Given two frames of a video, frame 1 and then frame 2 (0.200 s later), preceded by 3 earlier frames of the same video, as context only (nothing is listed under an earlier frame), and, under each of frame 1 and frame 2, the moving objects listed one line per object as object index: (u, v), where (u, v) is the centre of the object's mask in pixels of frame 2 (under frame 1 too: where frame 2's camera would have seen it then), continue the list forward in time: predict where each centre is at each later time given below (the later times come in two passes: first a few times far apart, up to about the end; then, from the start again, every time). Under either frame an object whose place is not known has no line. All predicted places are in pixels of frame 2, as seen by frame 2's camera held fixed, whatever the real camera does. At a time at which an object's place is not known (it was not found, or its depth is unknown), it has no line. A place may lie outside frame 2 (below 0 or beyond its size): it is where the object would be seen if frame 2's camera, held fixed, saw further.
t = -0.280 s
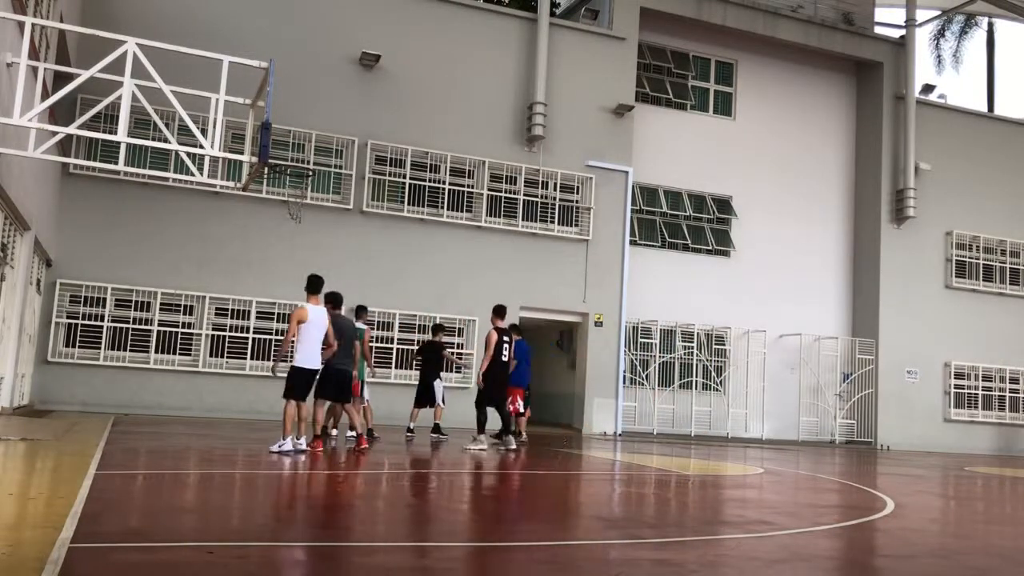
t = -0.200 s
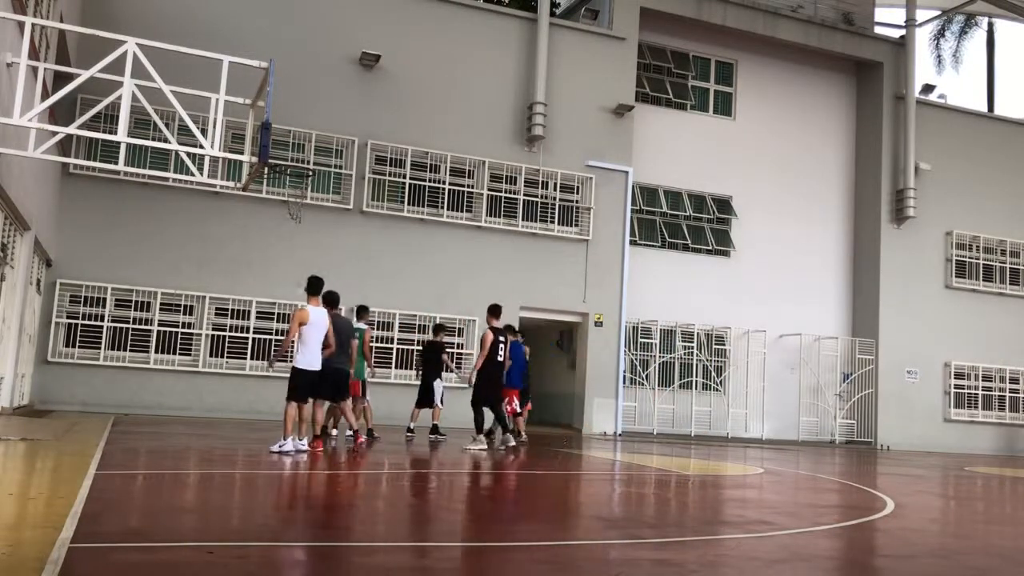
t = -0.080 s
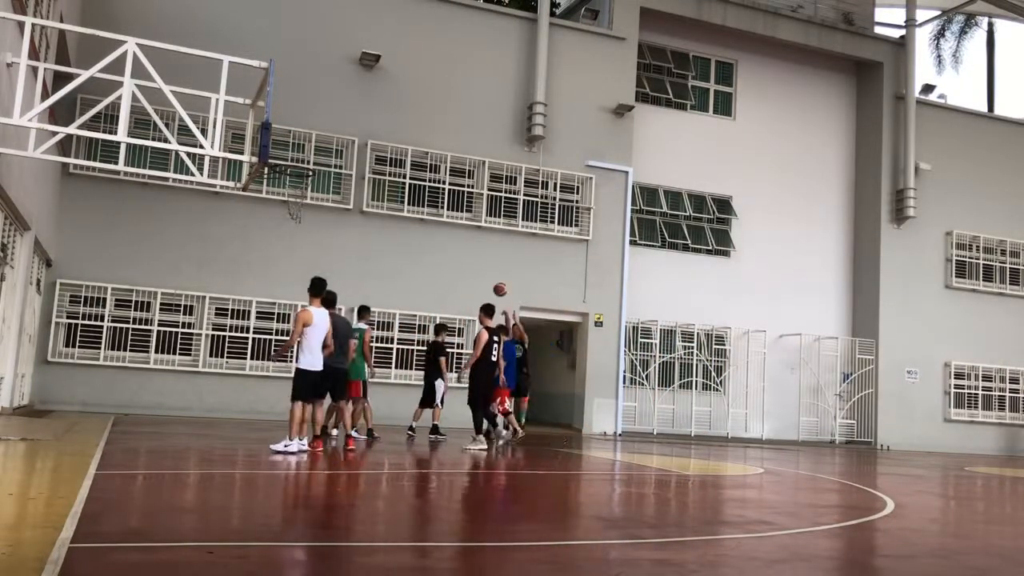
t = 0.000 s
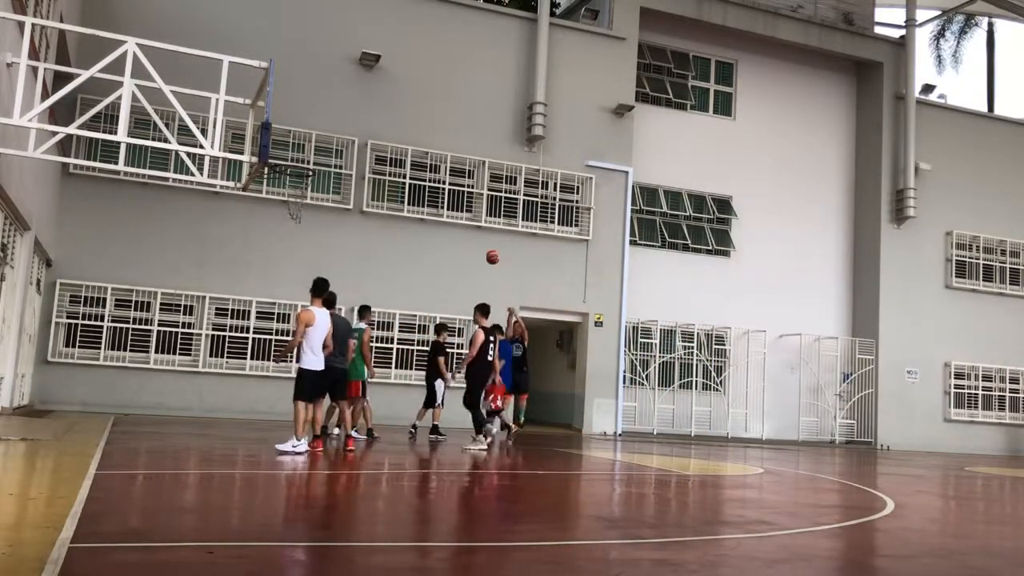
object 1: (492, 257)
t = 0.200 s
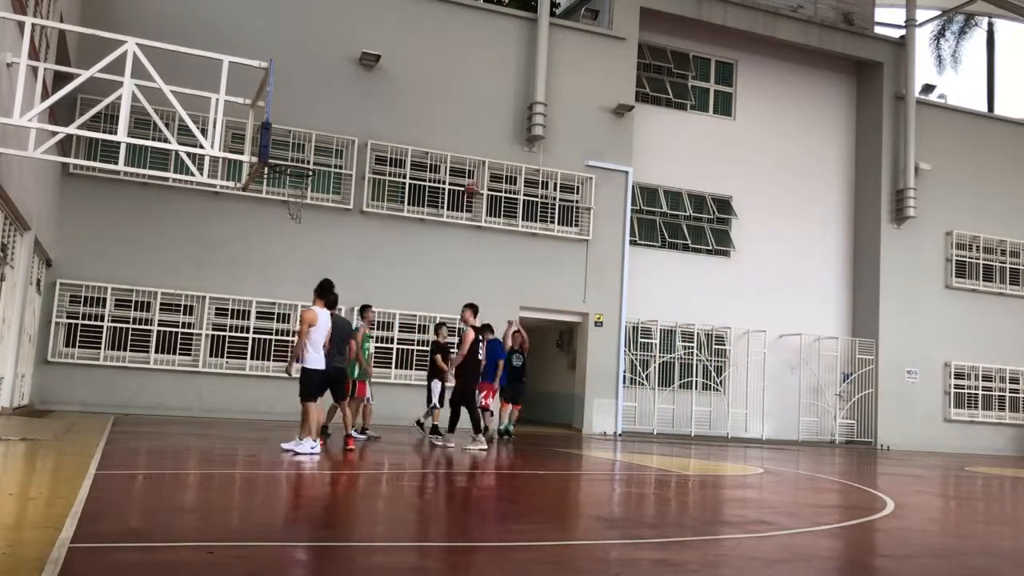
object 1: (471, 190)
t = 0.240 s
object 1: (467, 180)
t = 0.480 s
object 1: (435, 123)
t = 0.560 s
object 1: (426, 113)
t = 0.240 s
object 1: (467, 180)
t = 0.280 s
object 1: (467, 166)
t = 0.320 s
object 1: (456, 158)
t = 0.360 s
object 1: (453, 150)
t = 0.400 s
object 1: (446, 139)
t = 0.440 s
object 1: (442, 133)
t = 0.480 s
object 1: (435, 123)
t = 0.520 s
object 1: (430, 118)
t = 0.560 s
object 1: (426, 113)
